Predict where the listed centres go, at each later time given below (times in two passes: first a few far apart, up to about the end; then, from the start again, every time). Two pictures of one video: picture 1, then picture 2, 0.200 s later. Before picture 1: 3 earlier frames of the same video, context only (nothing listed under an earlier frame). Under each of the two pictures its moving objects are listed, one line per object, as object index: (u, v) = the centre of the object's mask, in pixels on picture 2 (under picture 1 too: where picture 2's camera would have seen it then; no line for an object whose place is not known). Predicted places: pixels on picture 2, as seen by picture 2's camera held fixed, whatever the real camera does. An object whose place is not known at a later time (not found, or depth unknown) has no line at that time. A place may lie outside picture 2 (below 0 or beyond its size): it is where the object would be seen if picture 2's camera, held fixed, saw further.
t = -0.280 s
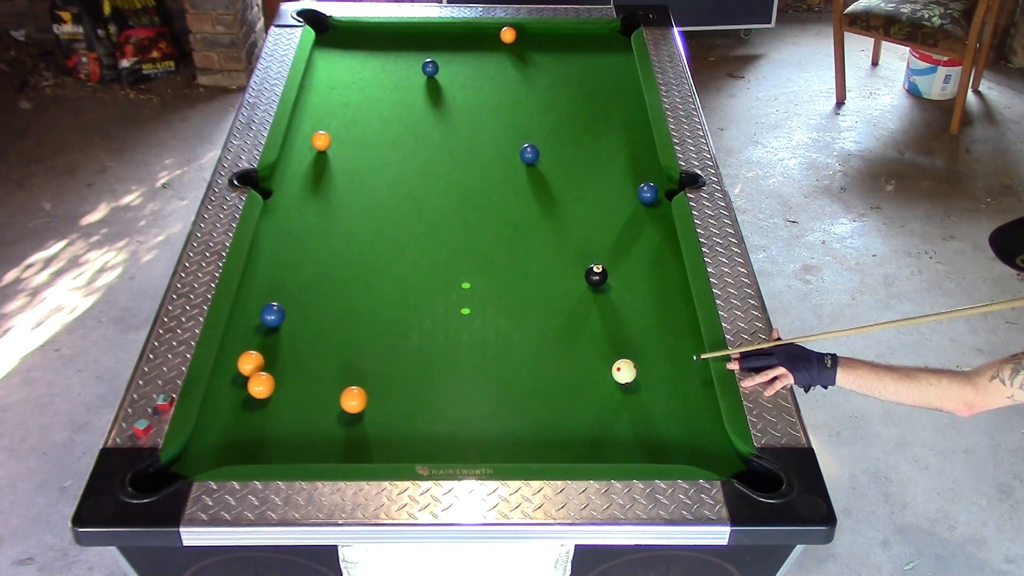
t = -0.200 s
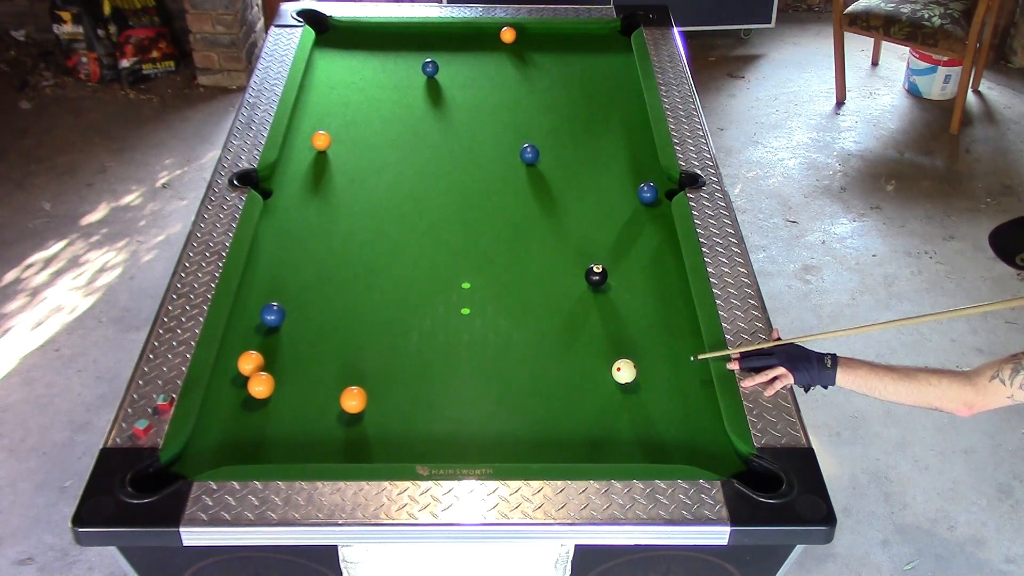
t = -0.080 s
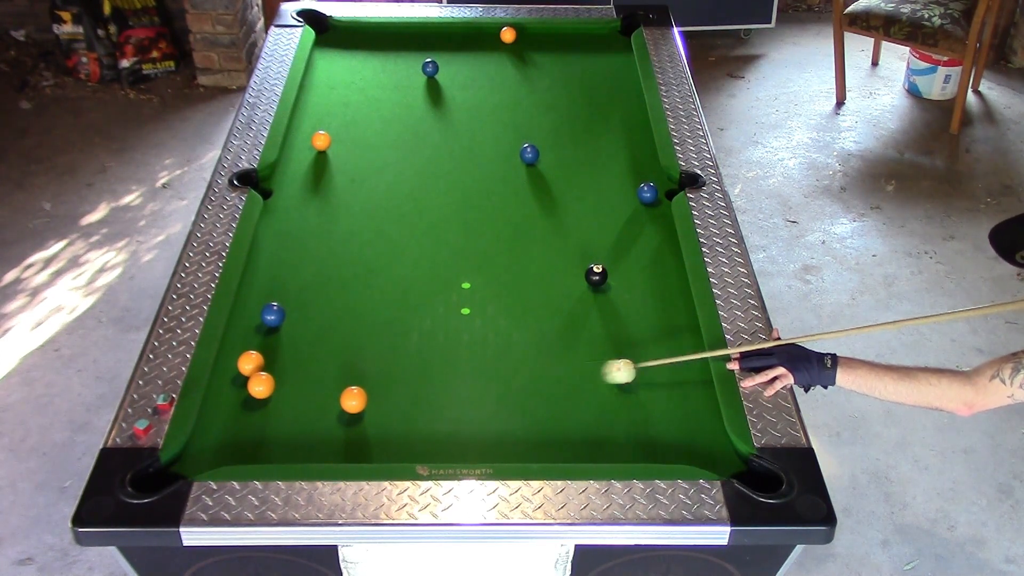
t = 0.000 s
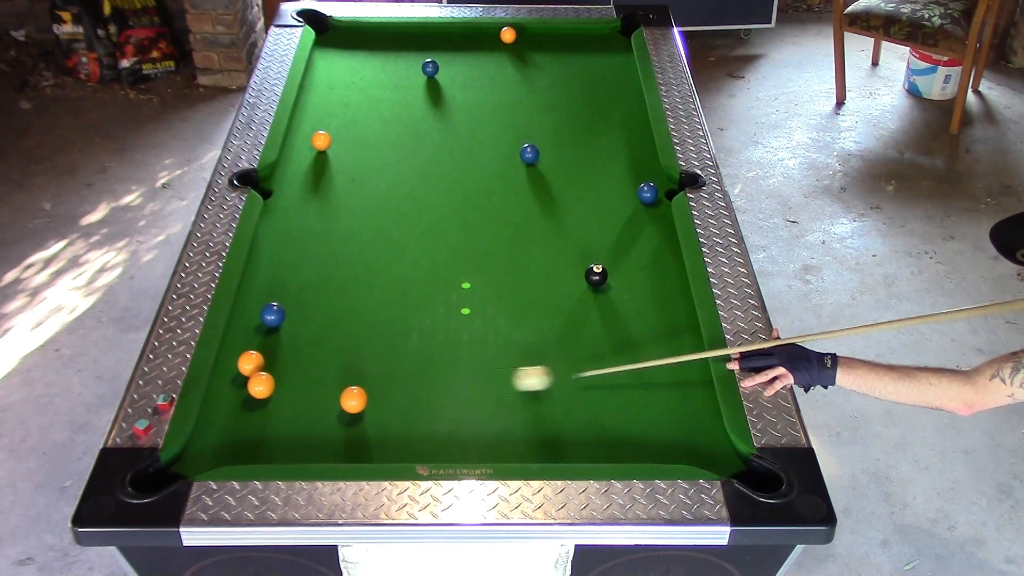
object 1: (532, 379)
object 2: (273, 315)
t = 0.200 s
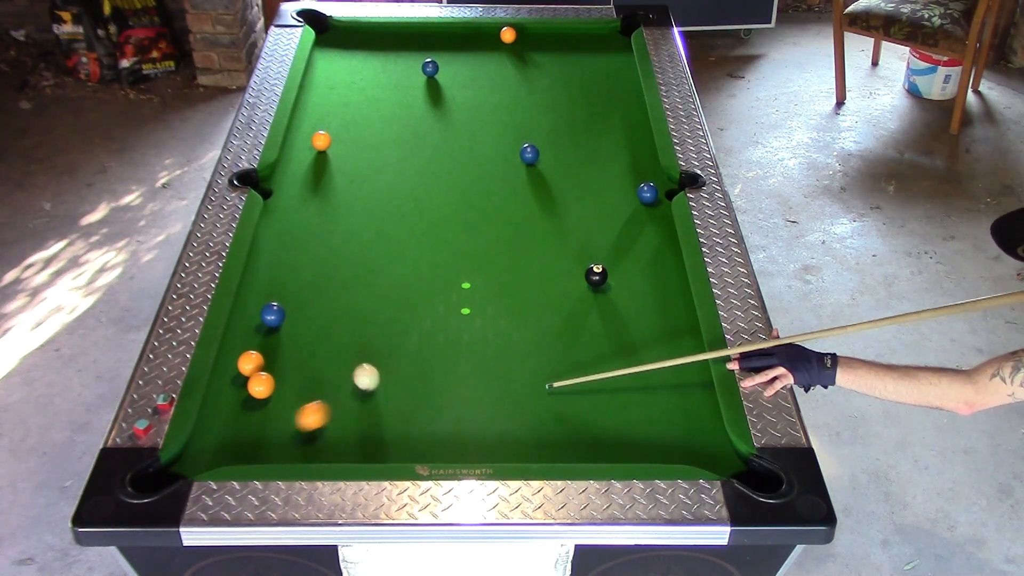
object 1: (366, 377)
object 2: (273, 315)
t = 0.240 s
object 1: (356, 369)
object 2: (273, 315)
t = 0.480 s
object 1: (276, 330)
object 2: (271, 311)
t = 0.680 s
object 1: (239, 333)
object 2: (260, 289)
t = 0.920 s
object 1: (275, 330)
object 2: (260, 267)
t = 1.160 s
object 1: (308, 328)
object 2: (274, 252)
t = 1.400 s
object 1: (337, 327)
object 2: (285, 237)
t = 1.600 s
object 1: (358, 325)
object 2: (294, 228)
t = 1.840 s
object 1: (381, 324)
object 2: (303, 217)
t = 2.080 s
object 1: (400, 323)
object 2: (310, 209)
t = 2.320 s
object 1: (416, 322)
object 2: (316, 202)
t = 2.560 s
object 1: (428, 322)
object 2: (321, 197)
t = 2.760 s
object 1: (436, 321)
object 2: (324, 193)
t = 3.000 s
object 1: (443, 320)
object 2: (325, 191)
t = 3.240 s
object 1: (447, 320)
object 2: (326, 190)
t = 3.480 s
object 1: (448, 320)
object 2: (326, 190)
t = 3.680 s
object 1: (448, 320)
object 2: (326, 190)
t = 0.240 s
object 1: (356, 369)
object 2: (273, 315)
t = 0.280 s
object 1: (343, 361)
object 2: (273, 315)
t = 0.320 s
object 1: (329, 354)
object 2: (273, 315)
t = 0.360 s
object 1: (315, 347)
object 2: (273, 315)
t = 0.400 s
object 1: (302, 341)
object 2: (273, 315)
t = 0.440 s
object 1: (288, 334)
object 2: (272, 314)
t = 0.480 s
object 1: (276, 330)
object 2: (271, 311)
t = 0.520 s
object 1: (267, 332)
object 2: (269, 307)
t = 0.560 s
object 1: (257, 332)
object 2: (267, 302)
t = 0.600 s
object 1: (247, 333)
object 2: (264, 298)
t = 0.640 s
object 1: (238, 333)
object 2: (262, 294)
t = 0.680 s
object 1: (239, 333)
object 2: (260, 289)
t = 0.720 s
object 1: (246, 332)
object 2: (258, 285)
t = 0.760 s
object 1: (252, 332)
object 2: (256, 280)
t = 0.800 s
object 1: (258, 332)
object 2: (254, 276)
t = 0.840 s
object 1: (264, 331)
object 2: (255, 273)
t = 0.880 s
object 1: (269, 331)
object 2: (258, 270)
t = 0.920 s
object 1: (275, 330)
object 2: (260, 267)
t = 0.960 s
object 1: (281, 330)
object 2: (262, 264)
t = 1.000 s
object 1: (287, 330)
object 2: (264, 262)
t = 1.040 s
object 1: (292, 329)
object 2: (267, 259)
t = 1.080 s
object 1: (298, 329)
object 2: (269, 257)
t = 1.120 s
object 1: (303, 329)
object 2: (271, 254)
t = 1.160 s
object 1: (308, 328)
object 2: (274, 252)
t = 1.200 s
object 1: (313, 328)
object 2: (276, 249)
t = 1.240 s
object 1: (318, 328)
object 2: (277, 247)
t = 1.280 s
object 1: (323, 327)
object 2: (279, 244)
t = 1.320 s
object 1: (328, 327)
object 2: (281, 242)
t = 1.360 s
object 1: (332, 327)
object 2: (283, 240)
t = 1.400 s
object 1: (337, 327)
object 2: (285, 237)
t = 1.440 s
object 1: (341, 326)
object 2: (287, 235)
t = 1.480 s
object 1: (346, 326)
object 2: (289, 233)
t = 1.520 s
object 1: (350, 326)
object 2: (291, 231)
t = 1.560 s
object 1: (354, 326)
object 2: (292, 229)
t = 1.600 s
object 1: (358, 325)
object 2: (294, 228)
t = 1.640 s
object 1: (362, 325)
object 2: (295, 226)
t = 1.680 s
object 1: (366, 325)
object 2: (297, 224)
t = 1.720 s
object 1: (370, 325)
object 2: (298, 222)
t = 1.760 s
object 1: (374, 325)
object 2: (300, 220)
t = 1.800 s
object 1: (377, 324)
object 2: (301, 219)
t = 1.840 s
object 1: (381, 324)
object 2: (303, 217)
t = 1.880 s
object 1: (384, 324)
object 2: (304, 216)
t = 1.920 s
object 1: (387, 324)
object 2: (306, 214)
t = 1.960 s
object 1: (391, 323)
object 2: (307, 213)
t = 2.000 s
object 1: (394, 323)
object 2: (308, 211)
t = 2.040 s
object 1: (397, 323)
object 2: (309, 210)
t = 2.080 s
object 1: (400, 323)
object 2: (310, 209)
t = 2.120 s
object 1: (403, 323)
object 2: (312, 207)
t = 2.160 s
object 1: (405, 323)
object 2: (313, 206)
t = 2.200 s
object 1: (408, 323)
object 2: (314, 205)
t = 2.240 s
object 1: (411, 322)
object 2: (314, 204)
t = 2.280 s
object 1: (413, 322)
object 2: (315, 203)
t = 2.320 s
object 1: (416, 322)
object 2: (316, 202)
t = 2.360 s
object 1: (418, 322)
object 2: (317, 201)
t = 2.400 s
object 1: (420, 322)
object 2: (318, 200)
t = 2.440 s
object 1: (422, 322)
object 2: (319, 199)
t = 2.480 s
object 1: (424, 322)
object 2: (320, 198)
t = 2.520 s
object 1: (426, 322)
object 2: (320, 197)
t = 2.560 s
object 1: (428, 322)
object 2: (321, 197)
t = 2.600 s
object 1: (430, 321)
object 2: (321, 196)
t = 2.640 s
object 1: (432, 321)
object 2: (322, 195)
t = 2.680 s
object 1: (433, 321)
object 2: (323, 194)
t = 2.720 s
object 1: (435, 321)
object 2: (323, 194)
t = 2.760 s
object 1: (436, 321)
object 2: (324, 193)
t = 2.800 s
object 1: (438, 321)
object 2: (324, 193)
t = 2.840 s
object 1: (439, 321)
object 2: (325, 192)
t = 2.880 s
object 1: (440, 321)
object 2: (325, 192)
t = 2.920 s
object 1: (441, 321)
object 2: (325, 191)
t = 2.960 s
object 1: (443, 321)
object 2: (325, 191)
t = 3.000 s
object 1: (443, 320)
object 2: (325, 191)
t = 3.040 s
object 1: (444, 320)
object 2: (325, 191)
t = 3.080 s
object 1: (445, 320)
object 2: (326, 190)
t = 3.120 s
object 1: (446, 320)
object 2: (326, 190)
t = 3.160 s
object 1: (446, 320)
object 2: (326, 190)
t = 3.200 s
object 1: (447, 320)
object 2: (326, 190)
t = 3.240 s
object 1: (447, 320)
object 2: (326, 190)
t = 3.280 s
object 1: (448, 320)
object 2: (326, 190)
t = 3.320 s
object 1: (448, 320)
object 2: (326, 190)
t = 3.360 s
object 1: (448, 320)
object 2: (326, 190)
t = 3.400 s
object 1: (448, 320)
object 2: (326, 190)
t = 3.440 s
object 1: (448, 320)
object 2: (326, 190)
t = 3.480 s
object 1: (448, 320)
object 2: (326, 190)
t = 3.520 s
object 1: (449, 320)
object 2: (326, 190)
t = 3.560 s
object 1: (448, 320)
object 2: (326, 190)
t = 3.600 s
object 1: (448, 320)
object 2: (326, 190)
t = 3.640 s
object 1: (448, 320)
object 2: (326, 190)
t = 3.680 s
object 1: (448, 320)
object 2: (326, 190)
